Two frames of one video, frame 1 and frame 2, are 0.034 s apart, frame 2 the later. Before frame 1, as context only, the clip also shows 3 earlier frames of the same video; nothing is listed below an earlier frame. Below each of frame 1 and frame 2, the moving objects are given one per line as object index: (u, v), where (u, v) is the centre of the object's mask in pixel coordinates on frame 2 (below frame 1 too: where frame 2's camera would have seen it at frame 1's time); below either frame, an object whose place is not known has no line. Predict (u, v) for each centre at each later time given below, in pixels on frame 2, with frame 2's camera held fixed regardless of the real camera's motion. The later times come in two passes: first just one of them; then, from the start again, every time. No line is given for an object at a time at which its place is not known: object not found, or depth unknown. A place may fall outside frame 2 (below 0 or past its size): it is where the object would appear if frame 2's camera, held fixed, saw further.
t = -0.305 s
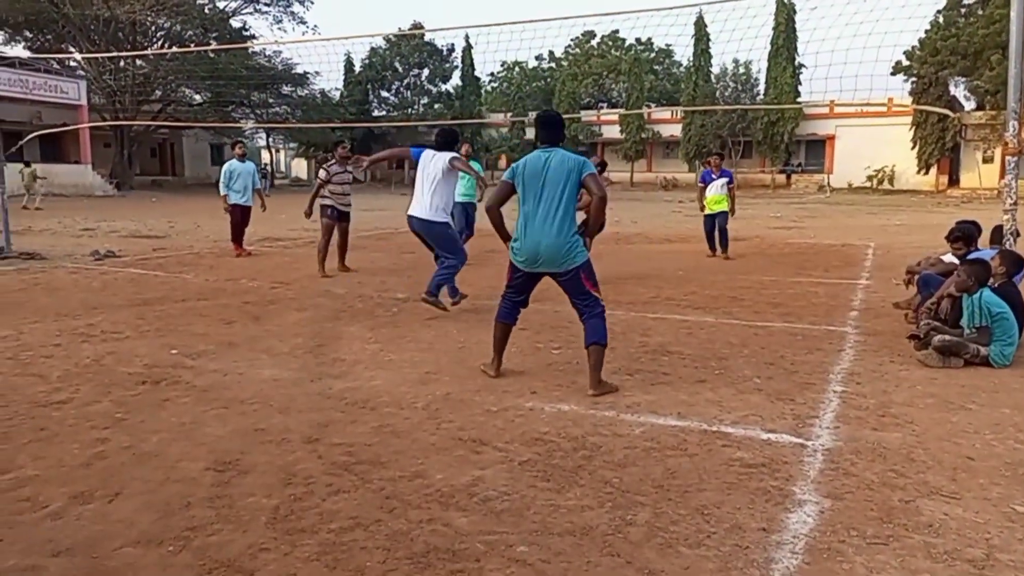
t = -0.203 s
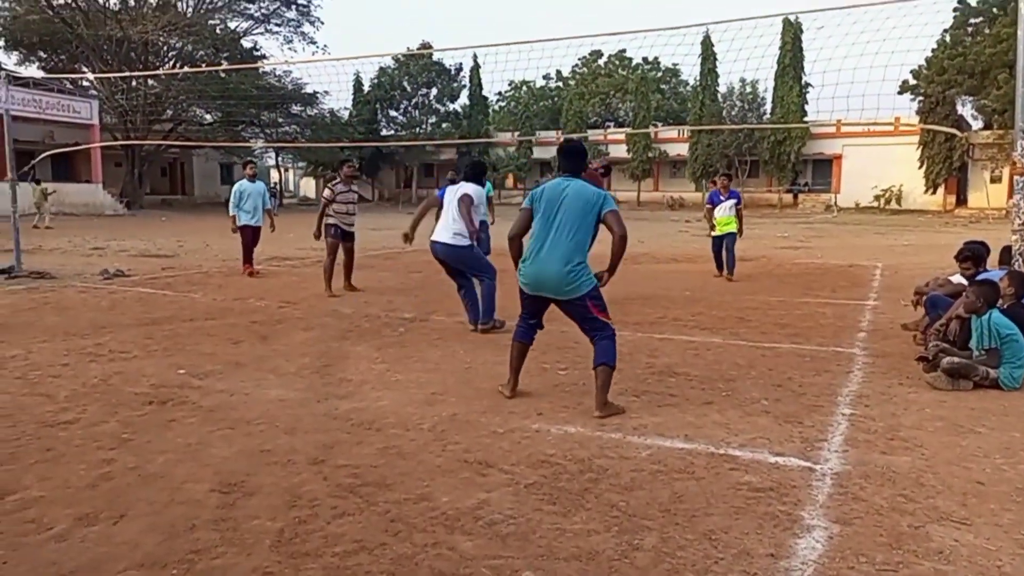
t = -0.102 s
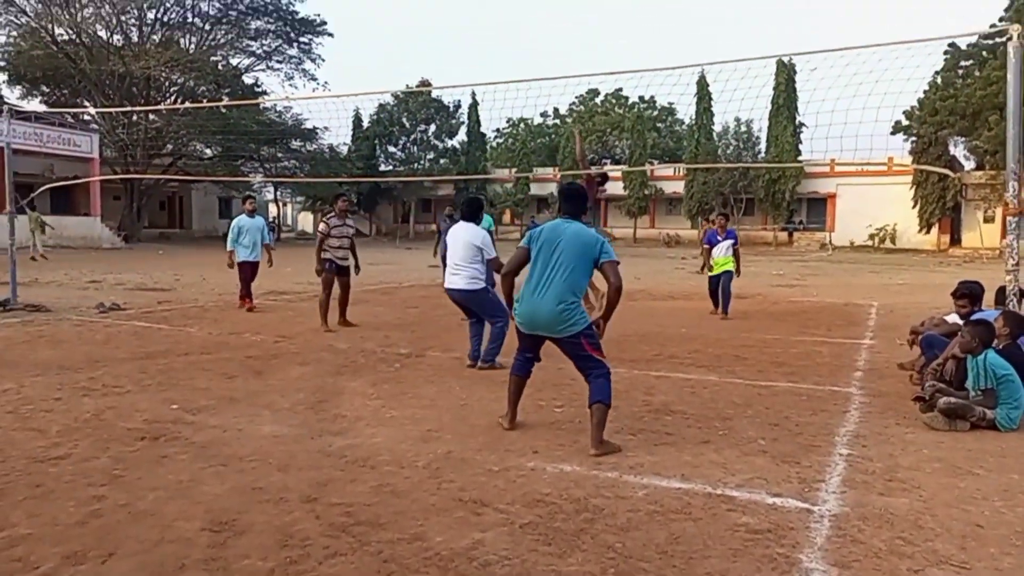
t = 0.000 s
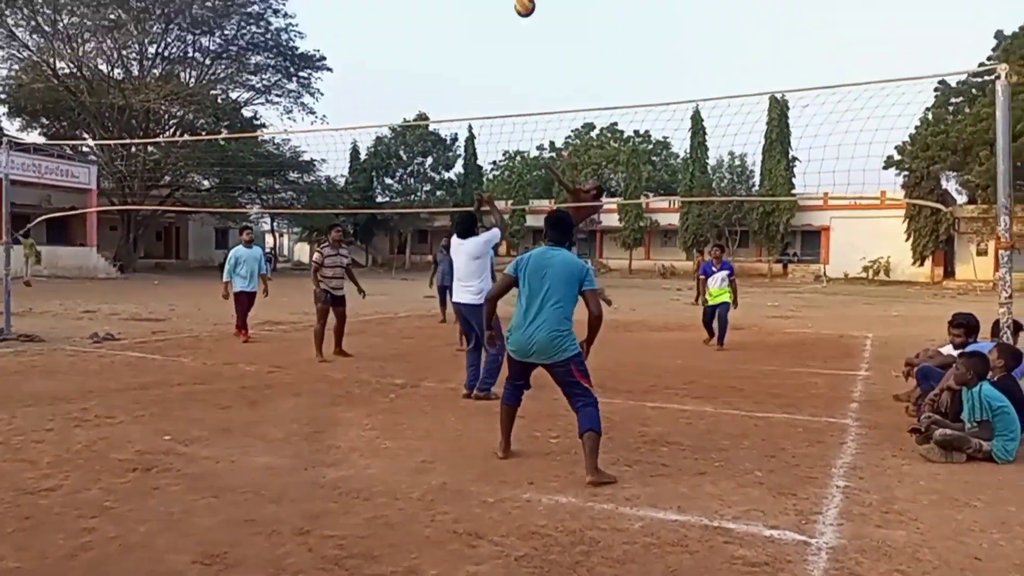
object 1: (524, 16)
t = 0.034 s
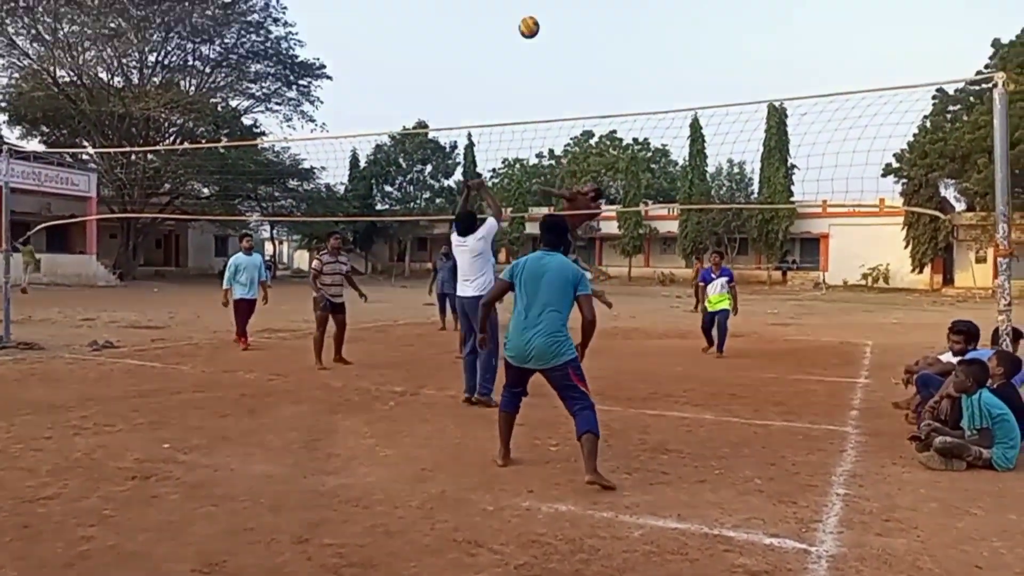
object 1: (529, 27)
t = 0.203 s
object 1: (554, 109)
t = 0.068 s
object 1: (534, 41)
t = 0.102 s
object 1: (539, 57)
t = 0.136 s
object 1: (544, 73)
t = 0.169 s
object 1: (549, 91)
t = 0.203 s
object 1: (554, 109)
